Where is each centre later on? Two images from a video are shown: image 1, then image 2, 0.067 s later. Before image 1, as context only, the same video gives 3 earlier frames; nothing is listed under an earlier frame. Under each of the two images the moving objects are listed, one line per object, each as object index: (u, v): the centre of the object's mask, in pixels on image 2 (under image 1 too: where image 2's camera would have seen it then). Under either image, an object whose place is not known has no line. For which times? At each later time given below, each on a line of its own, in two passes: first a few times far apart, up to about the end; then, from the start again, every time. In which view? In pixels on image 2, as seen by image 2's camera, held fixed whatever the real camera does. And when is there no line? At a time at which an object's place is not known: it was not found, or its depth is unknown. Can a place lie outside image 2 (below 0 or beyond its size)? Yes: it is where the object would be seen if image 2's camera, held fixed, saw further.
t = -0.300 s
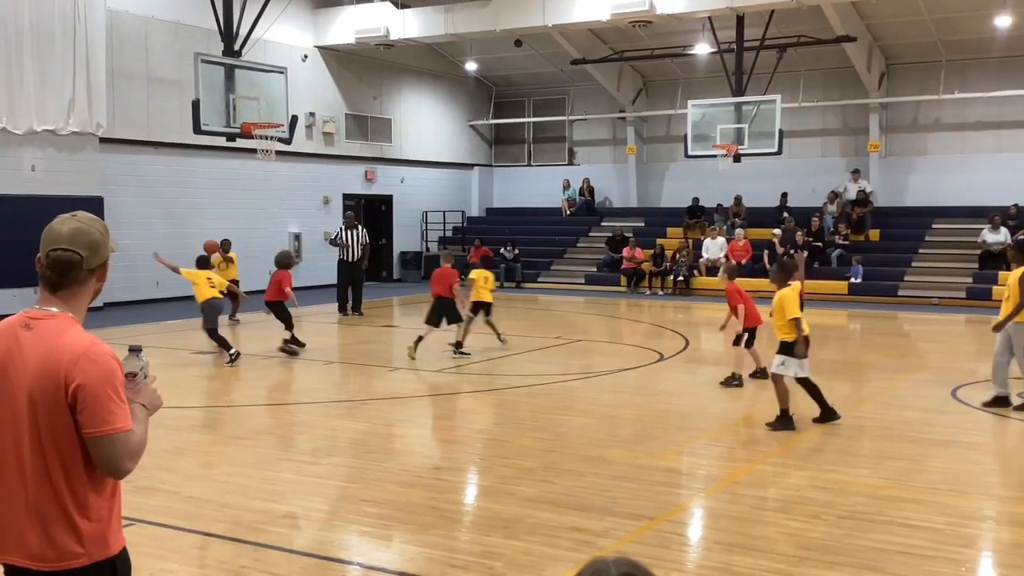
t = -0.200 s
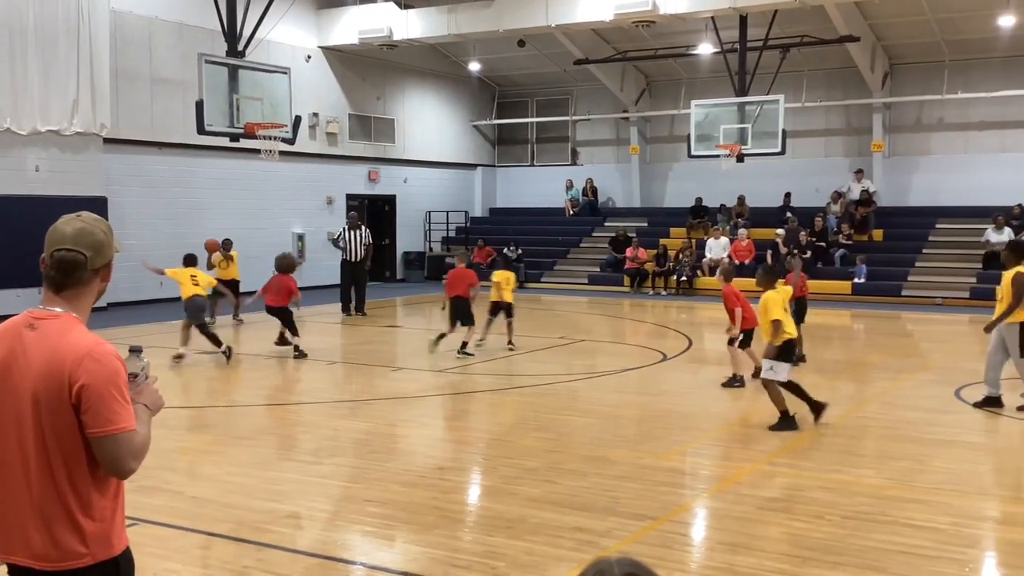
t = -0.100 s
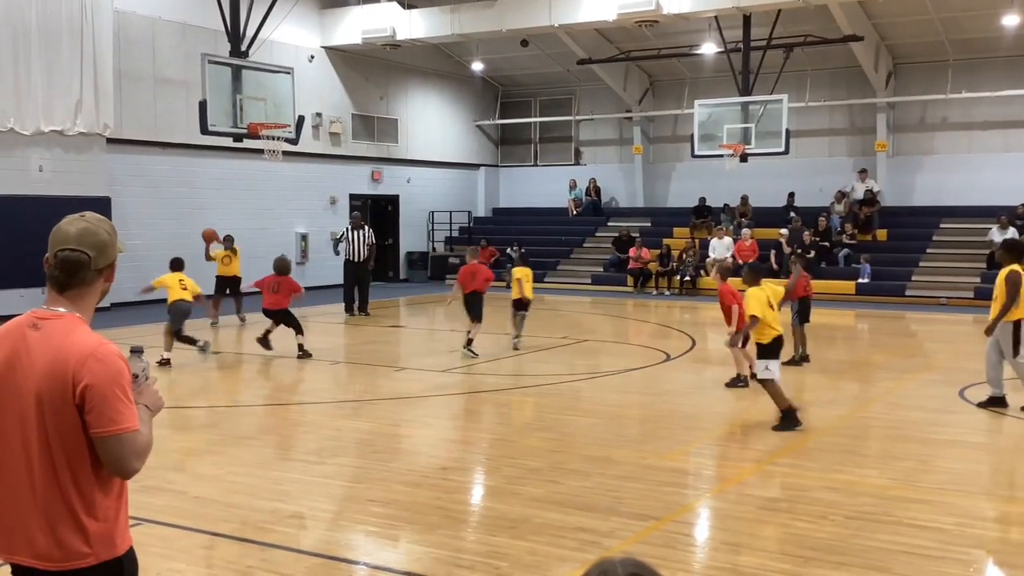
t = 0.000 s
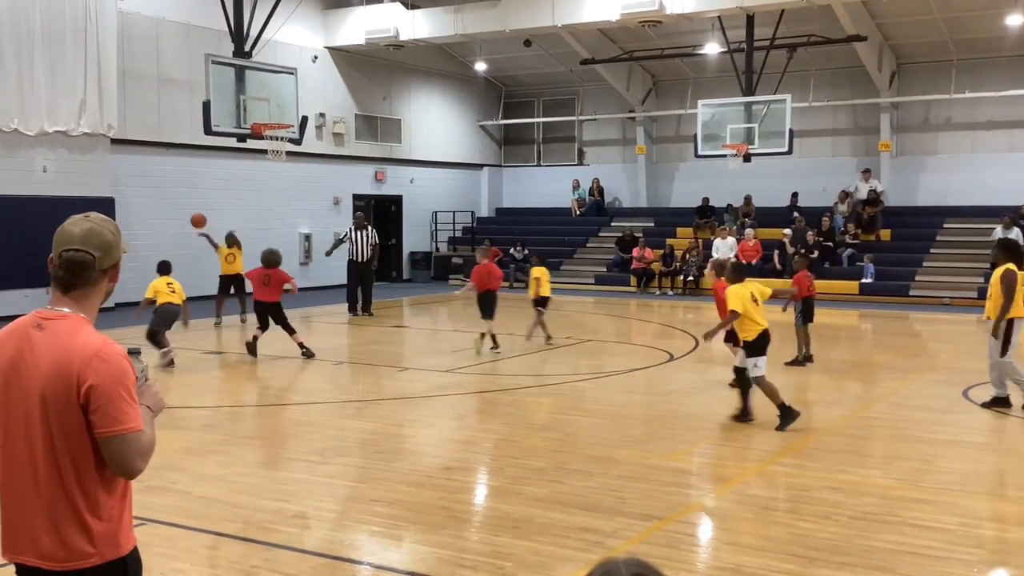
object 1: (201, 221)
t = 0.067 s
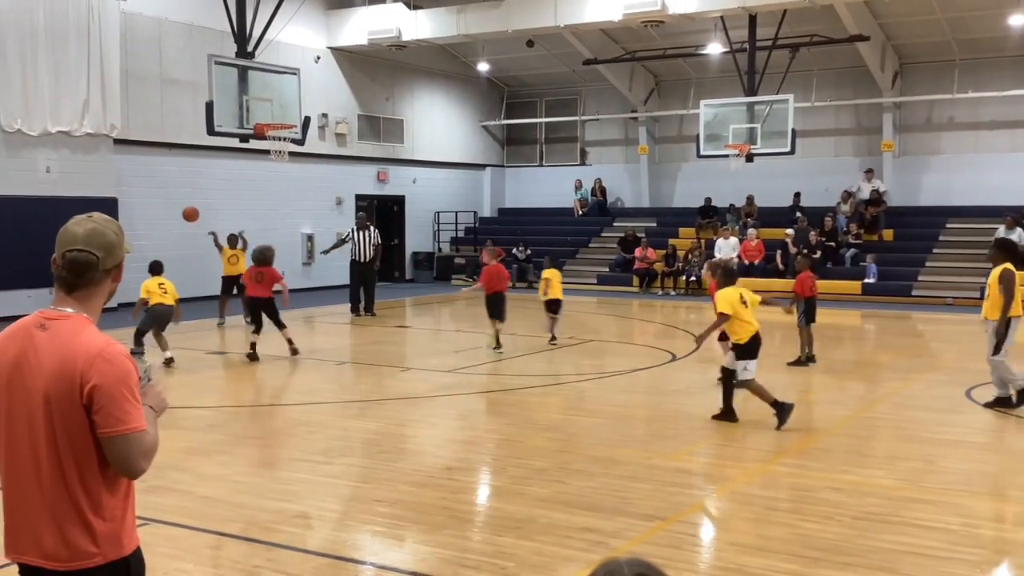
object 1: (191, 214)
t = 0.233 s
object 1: (162, 211)
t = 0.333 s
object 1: (144, 218)
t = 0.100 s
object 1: (185, 212)
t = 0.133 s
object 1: (180, 210)
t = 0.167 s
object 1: (174, 210)
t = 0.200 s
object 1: (168, 210)
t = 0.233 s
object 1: (162, 211)
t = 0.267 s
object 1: (156, 212)
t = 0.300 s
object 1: (150, 214)
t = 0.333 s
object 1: (144, 218)
